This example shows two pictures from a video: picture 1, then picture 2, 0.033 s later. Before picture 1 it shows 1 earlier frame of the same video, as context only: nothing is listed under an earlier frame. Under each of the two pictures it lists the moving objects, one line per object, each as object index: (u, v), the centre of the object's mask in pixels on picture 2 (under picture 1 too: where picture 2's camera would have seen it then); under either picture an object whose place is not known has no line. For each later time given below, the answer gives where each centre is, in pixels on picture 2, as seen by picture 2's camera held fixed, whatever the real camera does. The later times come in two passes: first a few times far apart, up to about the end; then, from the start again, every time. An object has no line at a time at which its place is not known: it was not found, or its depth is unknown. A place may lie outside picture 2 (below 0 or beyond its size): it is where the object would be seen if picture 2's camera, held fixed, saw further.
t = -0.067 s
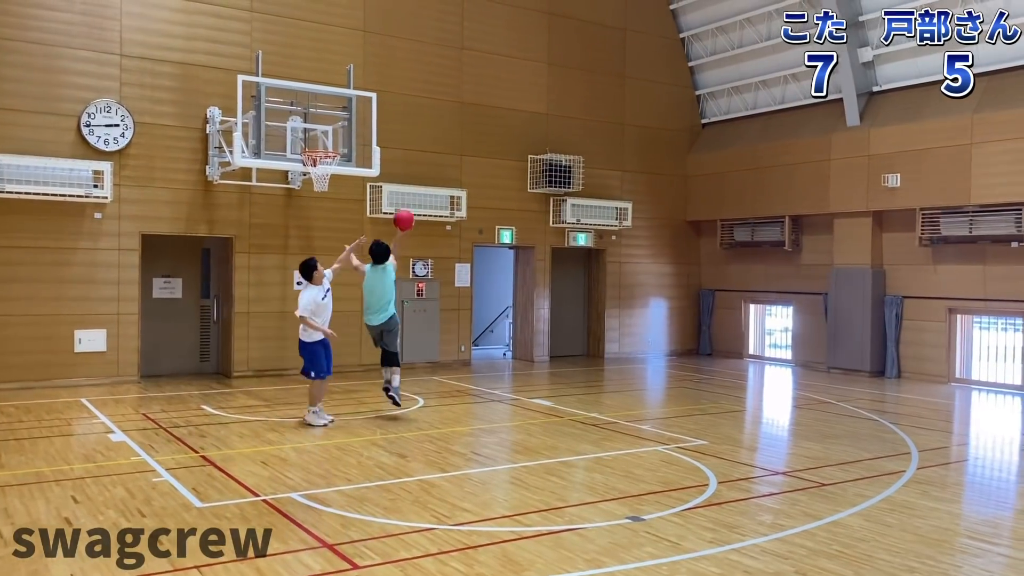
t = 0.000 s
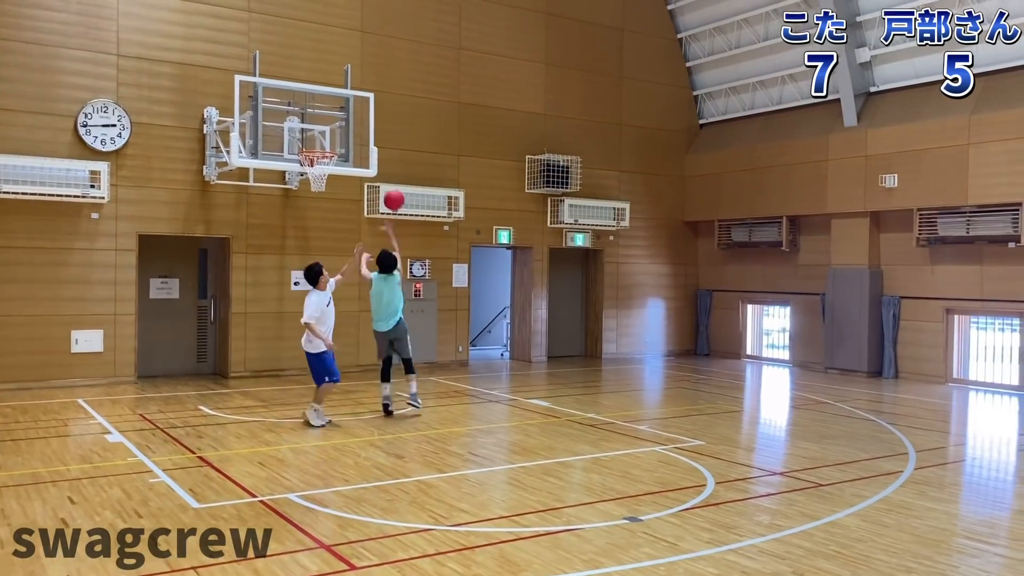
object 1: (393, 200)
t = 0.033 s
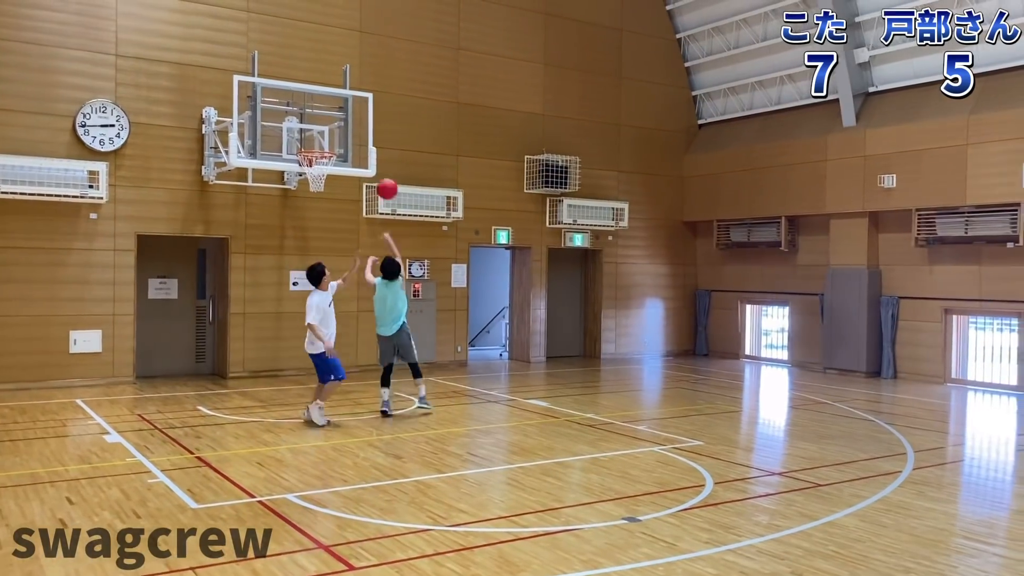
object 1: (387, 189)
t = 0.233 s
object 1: (355, 145)
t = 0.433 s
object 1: (326, 133)
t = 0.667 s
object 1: (316, 160)
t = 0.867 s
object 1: (321, 168)
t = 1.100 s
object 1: (323, 196)
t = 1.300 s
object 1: (323, 254)
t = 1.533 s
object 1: (324, 360)
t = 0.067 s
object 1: (382, 179)
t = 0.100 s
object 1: (376, 170)
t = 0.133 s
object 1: (371, 162)
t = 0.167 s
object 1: (366, 155)
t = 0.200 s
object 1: (360, 149)
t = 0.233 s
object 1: (355, 145)
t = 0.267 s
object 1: (351, 140)
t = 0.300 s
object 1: (345, 137)
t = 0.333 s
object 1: (340, 135)
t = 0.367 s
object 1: (336, 133)
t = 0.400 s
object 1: (331, 133)
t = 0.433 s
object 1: (326, 133)
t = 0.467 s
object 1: (322, 134)
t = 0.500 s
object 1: (316, 137)
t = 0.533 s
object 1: (312, 140)
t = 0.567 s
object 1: (313, 142)
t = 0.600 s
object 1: (314, 145)
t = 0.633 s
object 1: (315, 152)
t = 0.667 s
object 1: (316, 160)
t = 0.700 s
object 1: (318, 165)
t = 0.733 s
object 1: (318, 165)
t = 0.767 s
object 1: (320, 163)
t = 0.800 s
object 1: (321, 168)
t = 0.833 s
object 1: (321, 169)
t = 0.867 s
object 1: (321, 168)
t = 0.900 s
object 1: (322, 170)
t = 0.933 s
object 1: (322, 172)
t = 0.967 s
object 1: (322, 175)
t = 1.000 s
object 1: (322, 178)
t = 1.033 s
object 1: (323, 183)
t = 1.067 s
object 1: (323, 189)
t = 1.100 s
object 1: (323, 196)
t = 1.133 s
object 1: (323, 203)
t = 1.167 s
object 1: (322, 212)
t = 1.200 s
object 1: (322, 221)
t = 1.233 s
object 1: (323, 231)
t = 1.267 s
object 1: (323, 242)
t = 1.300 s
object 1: (323, 254)
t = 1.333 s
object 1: (323, 267)
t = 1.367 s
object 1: (323, 281)
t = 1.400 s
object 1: (323, 295)
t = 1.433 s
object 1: (324, 310)
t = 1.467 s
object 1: (325, 325)
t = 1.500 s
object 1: (324, 343)
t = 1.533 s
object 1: (324, 360)
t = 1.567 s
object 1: (323, 379)
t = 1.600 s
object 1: (323, 397)
